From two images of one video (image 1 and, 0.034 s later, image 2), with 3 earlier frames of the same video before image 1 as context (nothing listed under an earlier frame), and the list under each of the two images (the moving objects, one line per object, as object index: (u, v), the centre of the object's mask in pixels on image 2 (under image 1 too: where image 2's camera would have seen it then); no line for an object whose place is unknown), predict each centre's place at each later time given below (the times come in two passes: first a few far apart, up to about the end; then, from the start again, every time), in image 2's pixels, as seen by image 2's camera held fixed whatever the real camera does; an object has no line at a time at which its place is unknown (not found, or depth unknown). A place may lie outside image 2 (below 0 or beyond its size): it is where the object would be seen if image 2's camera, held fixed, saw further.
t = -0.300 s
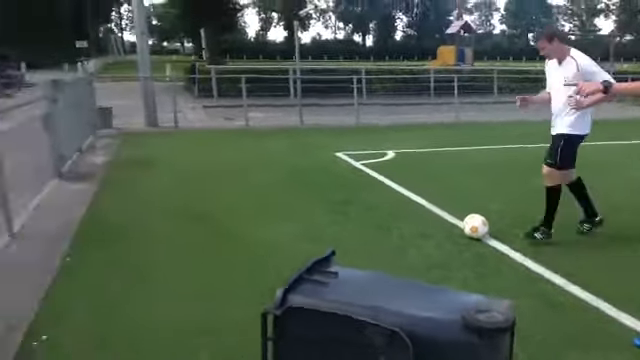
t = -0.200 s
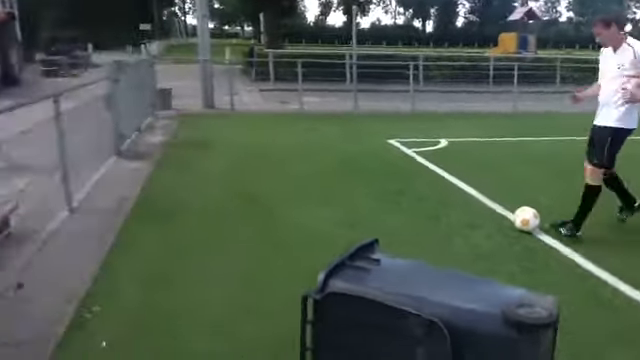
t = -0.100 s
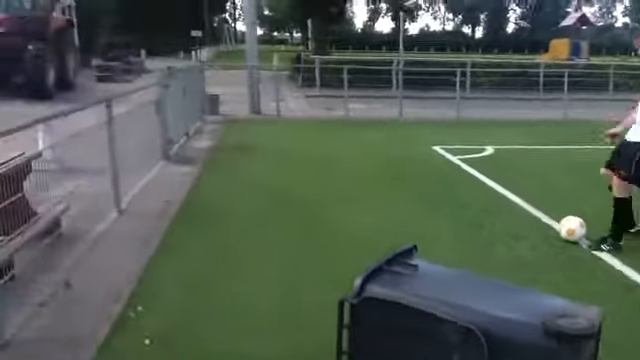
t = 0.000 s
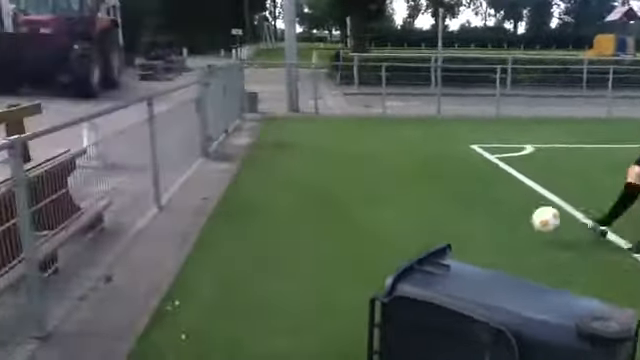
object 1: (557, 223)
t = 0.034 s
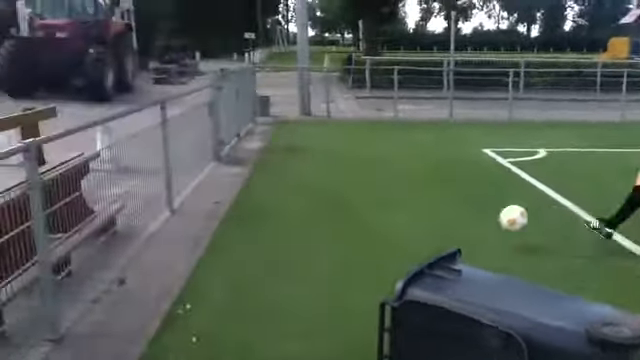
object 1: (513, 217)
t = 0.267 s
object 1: (201, 207)
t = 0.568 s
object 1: (288, 211)
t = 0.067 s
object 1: (468, 213)
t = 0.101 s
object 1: (423, 208)
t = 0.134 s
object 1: (378, 206)
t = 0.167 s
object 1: (333, 205)
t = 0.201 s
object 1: (288, 205)
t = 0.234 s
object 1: (244, 205)
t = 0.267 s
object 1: (201, 207)
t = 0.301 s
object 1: (157, 209)
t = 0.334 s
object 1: (157, 214)
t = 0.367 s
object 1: (184, 222)
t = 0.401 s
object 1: (210, 231)
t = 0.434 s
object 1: (230, 234)
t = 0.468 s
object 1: (244, 226)
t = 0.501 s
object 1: (258, 219)
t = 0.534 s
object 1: (273, 215)
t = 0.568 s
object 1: (288, 211)
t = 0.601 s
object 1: (302, 210)
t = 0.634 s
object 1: (317, 209)
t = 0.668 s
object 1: (331, 208)
